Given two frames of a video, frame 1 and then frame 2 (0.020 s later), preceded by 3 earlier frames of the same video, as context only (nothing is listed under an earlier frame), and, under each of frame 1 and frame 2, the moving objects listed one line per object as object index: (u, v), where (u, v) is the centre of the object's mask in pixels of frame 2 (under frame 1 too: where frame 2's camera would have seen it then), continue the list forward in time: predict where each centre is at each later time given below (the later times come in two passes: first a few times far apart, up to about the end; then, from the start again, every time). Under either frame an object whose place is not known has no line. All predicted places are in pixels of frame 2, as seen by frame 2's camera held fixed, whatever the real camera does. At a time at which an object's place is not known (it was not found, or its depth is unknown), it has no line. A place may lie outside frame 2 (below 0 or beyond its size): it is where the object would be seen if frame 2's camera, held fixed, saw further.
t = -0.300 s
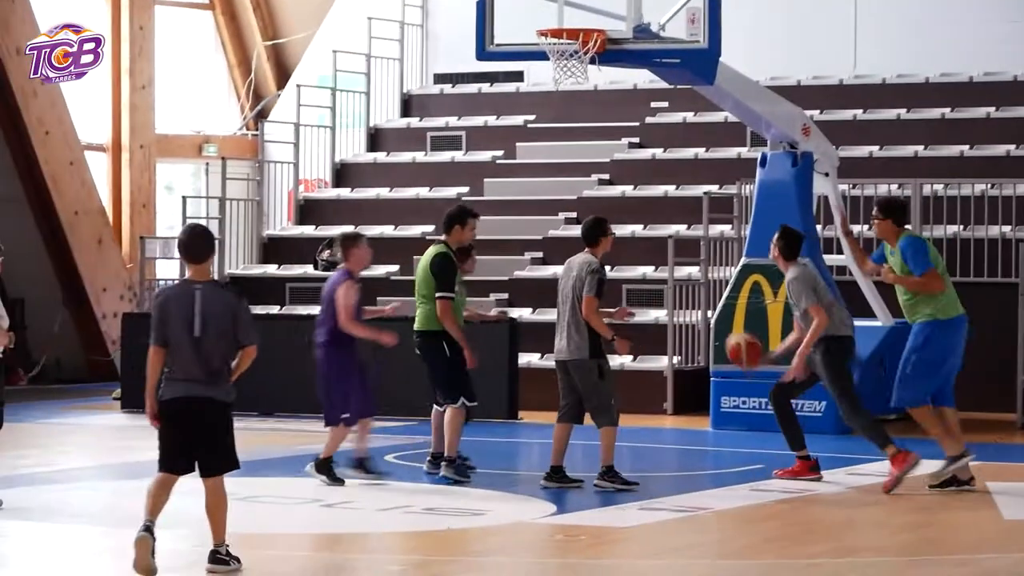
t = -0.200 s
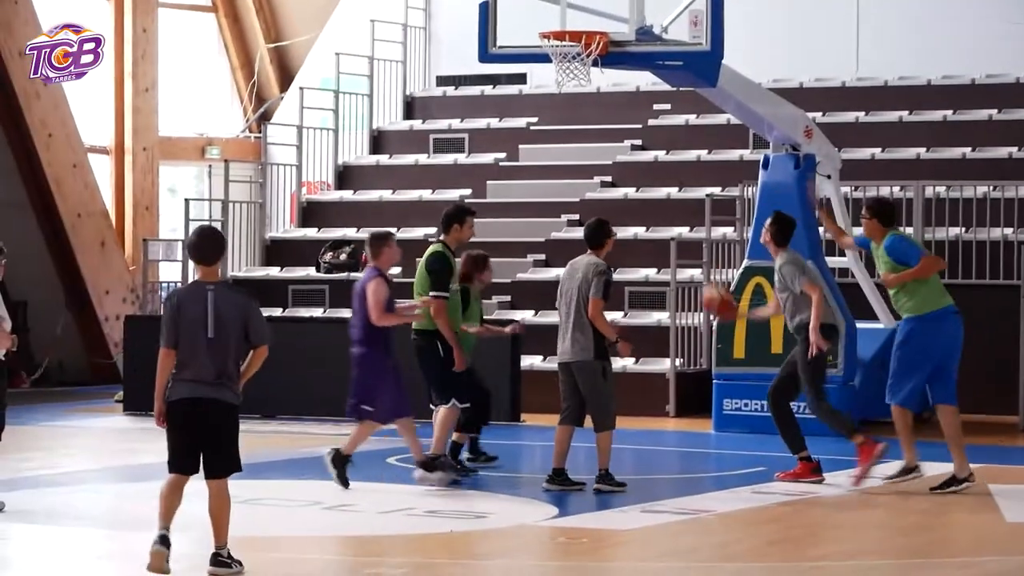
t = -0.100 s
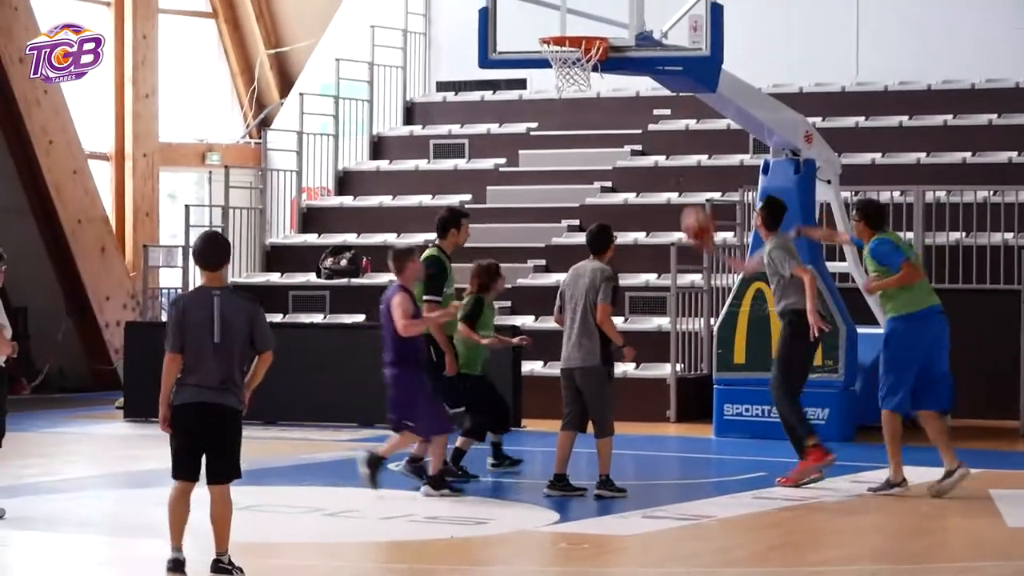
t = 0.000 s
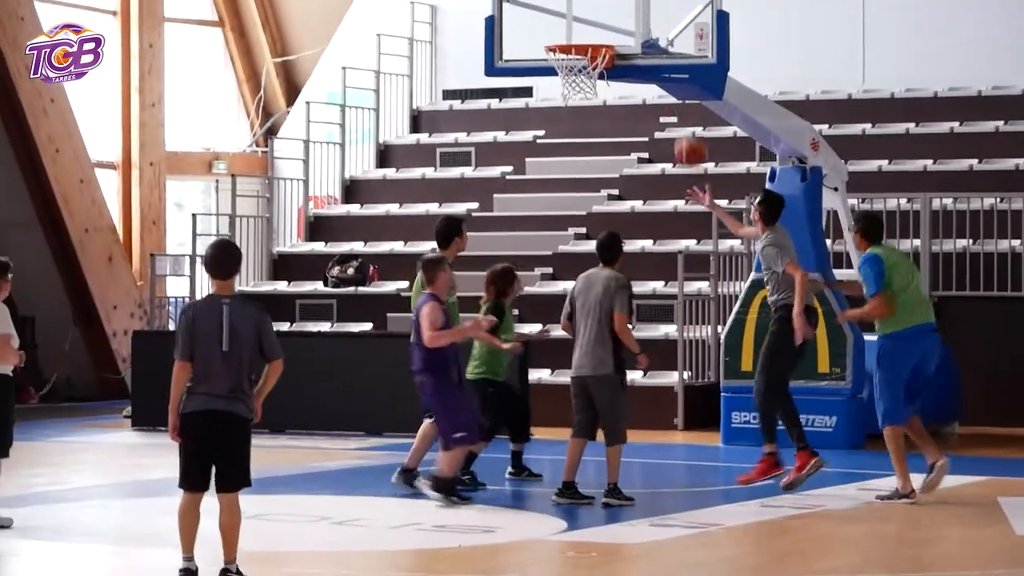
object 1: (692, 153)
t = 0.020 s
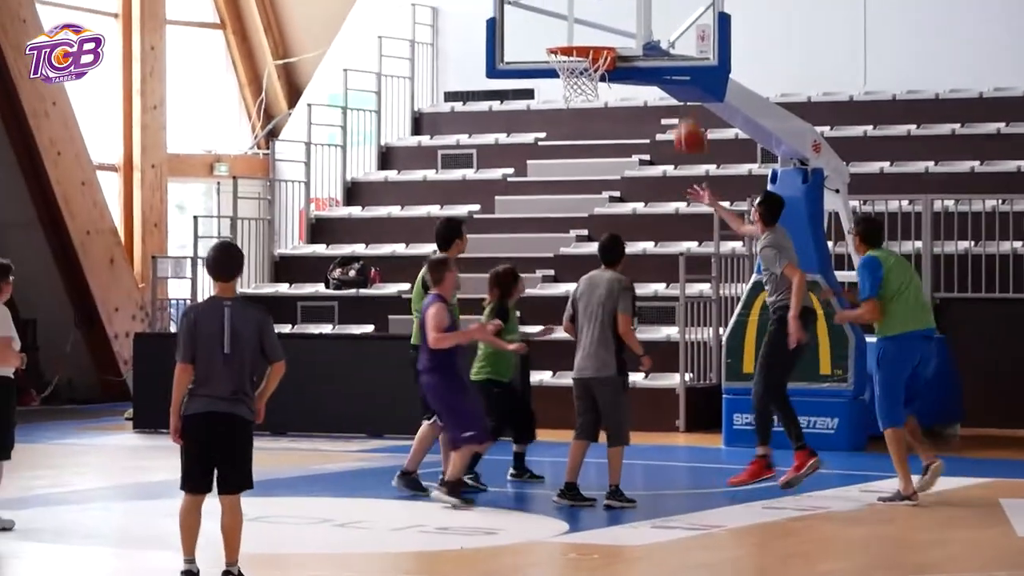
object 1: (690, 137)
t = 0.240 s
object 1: (662, 14)
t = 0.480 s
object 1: (628, -34)
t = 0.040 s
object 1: (686, 123)
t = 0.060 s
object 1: (685, 108)
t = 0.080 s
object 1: (683, 95)
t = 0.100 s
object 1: (679, 83)
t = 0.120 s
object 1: (677, 72)
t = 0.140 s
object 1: (674, 62)
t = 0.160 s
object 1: (673, 51)
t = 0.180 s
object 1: (670, 41)
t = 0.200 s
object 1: (667, 31)
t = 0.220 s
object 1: (665, 22)
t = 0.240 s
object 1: (662, 14)
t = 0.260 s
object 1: (659, 7)
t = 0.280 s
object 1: (657, 0)
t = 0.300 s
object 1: (655, -7)
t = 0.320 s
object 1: (652, -12)
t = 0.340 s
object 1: (650, -18)
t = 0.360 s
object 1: (648, -23)
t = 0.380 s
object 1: (645, -27)
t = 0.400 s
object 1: (642, -29)
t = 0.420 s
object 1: (638, -31)
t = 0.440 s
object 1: (635, -33)
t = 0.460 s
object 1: (632, -33)
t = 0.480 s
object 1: (628, -34)
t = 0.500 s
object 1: (625, -34)
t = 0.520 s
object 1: (622, -32)
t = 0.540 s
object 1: (618, -31)
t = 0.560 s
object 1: (615, -29)
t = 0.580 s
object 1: (611, -26)
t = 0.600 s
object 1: (609, -24)
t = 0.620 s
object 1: (605, -20)
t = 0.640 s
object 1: (602, -16)
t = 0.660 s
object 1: (599, -11)
